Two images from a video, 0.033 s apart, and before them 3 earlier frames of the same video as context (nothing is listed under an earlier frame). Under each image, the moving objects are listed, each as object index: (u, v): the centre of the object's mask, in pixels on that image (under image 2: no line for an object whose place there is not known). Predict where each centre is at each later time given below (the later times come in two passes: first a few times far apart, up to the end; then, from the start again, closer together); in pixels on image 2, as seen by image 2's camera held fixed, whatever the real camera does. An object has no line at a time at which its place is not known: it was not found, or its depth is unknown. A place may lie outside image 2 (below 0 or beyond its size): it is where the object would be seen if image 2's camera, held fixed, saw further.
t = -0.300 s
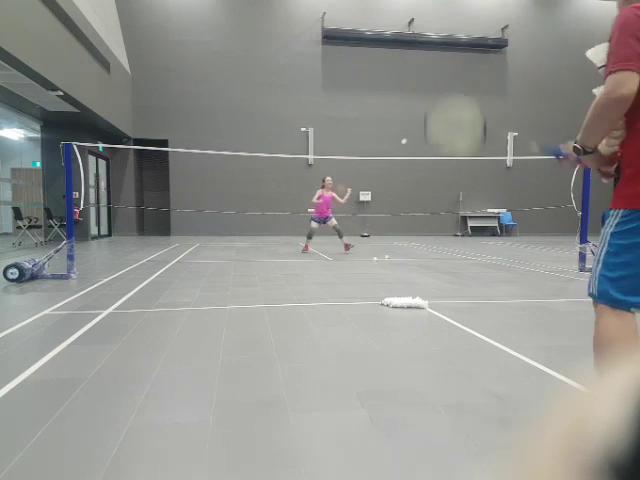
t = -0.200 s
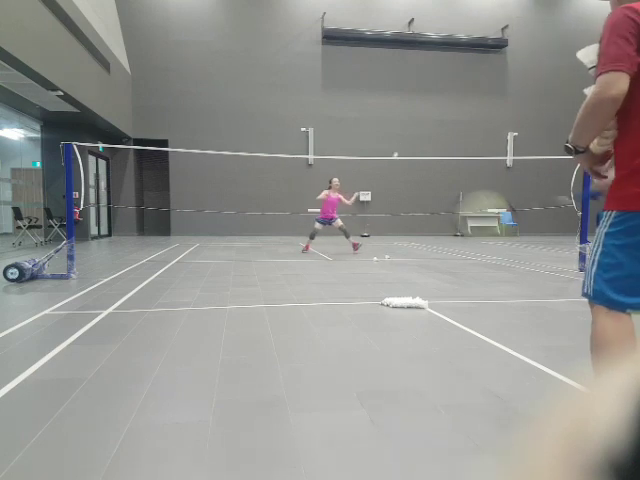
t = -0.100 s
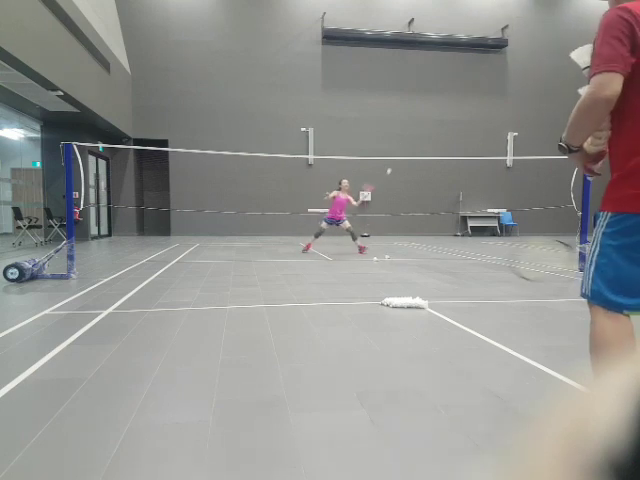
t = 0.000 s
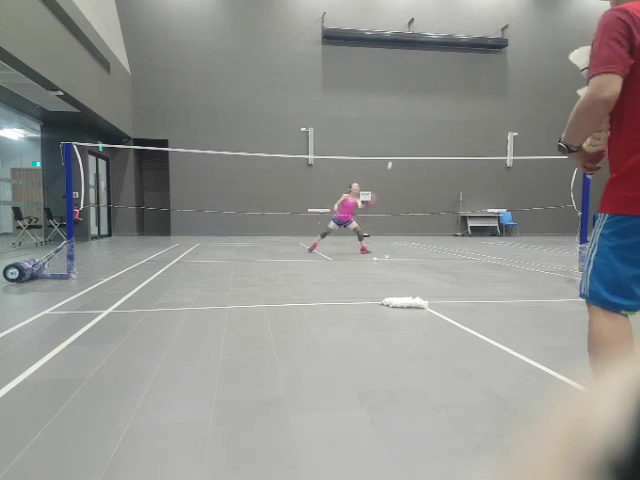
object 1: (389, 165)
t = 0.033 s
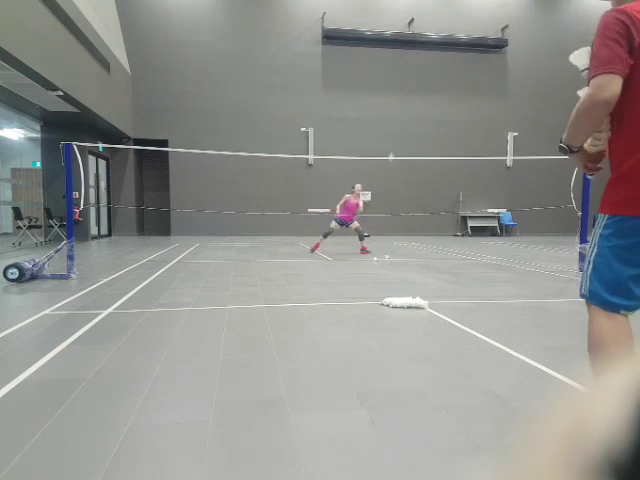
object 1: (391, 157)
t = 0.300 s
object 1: (407, 106)
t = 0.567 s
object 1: (423, 134)
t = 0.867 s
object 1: (442, 439)
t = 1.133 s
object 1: (468, 438)
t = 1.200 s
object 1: (477, 465)
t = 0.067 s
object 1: (393, 148)
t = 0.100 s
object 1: (395, 140)
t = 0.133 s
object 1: (397, 132)
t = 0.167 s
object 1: (399, 125)
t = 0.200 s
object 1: (401, 120)
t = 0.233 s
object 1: (403, 114)
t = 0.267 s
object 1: (405, 110)
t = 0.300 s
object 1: (407, 106)
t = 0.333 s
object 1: (409, 104)
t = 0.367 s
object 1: (411, 103)
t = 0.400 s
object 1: (413, 104)
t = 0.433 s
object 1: (415, 105)
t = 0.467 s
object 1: (418, 109)
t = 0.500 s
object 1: (419, 115)
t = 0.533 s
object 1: (421, 123)
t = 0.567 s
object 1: (423, 134)
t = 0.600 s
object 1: (425, 147)
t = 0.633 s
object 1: (426, 166)
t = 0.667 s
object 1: (429, 186)
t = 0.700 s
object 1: (431, 212)
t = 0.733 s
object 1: (433, 242)
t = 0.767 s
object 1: (434, 279)
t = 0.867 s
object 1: (442, 439)
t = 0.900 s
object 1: (445, 448)
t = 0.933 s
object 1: (448, 436)
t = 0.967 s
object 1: (451, 426)
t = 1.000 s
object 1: (453, 421)
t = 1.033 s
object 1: (455, 420)
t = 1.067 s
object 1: (458, 423)
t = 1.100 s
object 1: (462, 429)
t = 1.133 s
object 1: (468, 438)
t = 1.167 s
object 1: (473, 450)
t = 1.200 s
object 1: (477, 465)
